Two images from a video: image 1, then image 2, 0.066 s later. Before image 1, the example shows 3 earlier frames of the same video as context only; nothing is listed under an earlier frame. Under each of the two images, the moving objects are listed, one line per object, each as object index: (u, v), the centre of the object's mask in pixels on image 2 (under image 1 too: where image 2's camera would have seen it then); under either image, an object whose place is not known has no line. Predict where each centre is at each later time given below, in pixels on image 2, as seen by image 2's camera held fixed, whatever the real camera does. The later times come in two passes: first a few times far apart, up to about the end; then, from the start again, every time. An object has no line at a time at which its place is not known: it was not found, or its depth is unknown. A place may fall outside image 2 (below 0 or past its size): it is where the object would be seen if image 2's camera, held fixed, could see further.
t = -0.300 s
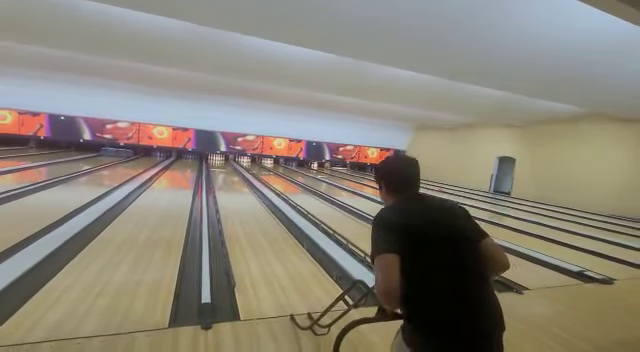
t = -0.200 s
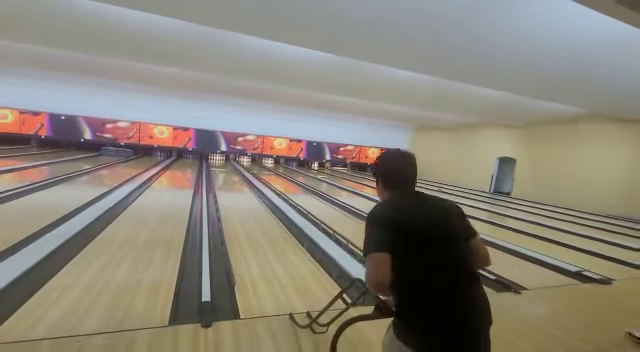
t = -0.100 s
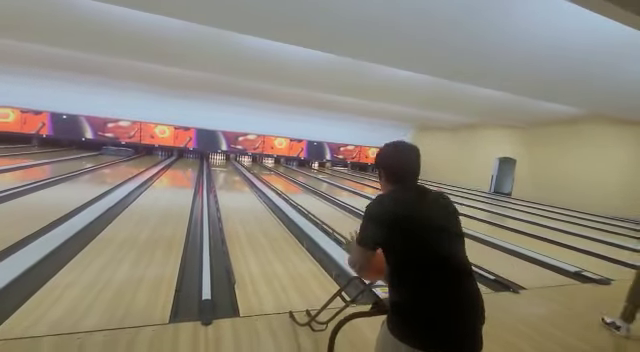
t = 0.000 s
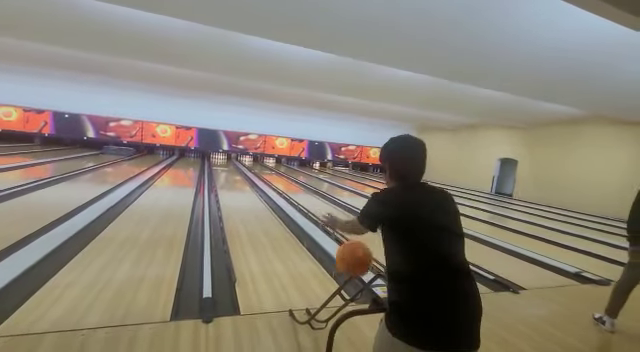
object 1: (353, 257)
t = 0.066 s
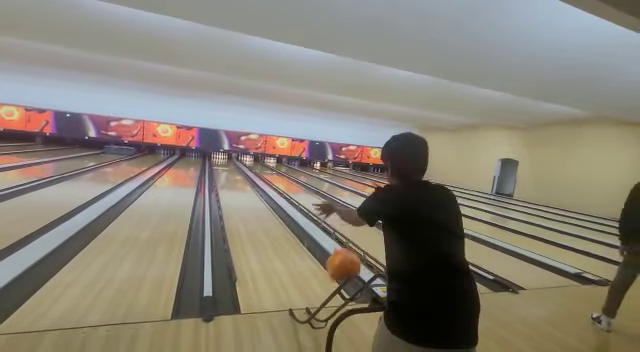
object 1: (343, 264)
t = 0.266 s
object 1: (312, 309)
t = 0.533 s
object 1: (282, 268)
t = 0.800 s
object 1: (265, 238)
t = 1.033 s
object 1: (256, 223)
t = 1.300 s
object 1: (249, 209)
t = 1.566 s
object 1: (244, 200)
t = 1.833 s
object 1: (239, 193)
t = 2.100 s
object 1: (237, 187)
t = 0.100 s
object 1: (337, 271)
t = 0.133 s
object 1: (332, 277)
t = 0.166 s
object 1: (326, 284)
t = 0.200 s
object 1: (323, 296)
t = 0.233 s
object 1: (317, 305)
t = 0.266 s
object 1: (312, 309)
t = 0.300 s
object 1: (306, 307)
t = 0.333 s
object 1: (302, 302)
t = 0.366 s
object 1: (297, 296)
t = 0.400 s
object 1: (293, 289)
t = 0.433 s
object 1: (290, 283)
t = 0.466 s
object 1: (287, 278)
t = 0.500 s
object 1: (284, 273)
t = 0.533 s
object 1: (282, 268)
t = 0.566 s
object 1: (279, 263)
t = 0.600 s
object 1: (276, 259)
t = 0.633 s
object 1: (274, 254)
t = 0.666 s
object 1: (272, 251)
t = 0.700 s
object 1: (270, 249)
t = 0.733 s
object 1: (268, 245)
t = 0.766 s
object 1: (267, 241)
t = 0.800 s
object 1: (265, 238)
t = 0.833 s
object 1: (264, 236)
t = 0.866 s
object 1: (262, 233)
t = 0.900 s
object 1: (261, 231)
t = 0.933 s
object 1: (259, 228)
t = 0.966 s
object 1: (258, 226)
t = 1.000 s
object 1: (257, 224)
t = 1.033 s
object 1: (256, 223)
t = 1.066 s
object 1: (255, 221)
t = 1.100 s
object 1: (254, 219)
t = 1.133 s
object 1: (253, 217)
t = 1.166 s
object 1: (252, 215)
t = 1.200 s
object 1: (251, 214)
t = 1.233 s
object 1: (250, 212)
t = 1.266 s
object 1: (250, 211)
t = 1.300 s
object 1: (249, 209)
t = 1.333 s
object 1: (248, 208)
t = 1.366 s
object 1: (247, 206)
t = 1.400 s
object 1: (246, 205)
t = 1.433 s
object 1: (246, 204)
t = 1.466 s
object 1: (245, 203)
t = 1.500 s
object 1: (245, 202)
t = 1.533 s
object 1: (244, 202)
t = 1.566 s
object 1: (244, 200)
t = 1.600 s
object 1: (243, 199)
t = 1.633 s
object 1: (242, 197)
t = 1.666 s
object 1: (242, 197)
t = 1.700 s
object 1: (241, 196)
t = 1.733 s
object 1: (241, 196)
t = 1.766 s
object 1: (240, 194)
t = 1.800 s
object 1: (240, 194)
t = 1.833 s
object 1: (239, 193)
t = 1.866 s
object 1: (239, 192)
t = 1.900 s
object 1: (239, 192)
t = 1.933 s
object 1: (238, 191)
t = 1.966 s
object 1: (237, 190)
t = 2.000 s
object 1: (238, 189)
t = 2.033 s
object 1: (238, 189)
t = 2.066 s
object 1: (238, 189)
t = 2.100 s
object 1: (237, 187)
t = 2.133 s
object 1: (235, 186)
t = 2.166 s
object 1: (235, 186)
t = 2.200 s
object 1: (235, 184)
